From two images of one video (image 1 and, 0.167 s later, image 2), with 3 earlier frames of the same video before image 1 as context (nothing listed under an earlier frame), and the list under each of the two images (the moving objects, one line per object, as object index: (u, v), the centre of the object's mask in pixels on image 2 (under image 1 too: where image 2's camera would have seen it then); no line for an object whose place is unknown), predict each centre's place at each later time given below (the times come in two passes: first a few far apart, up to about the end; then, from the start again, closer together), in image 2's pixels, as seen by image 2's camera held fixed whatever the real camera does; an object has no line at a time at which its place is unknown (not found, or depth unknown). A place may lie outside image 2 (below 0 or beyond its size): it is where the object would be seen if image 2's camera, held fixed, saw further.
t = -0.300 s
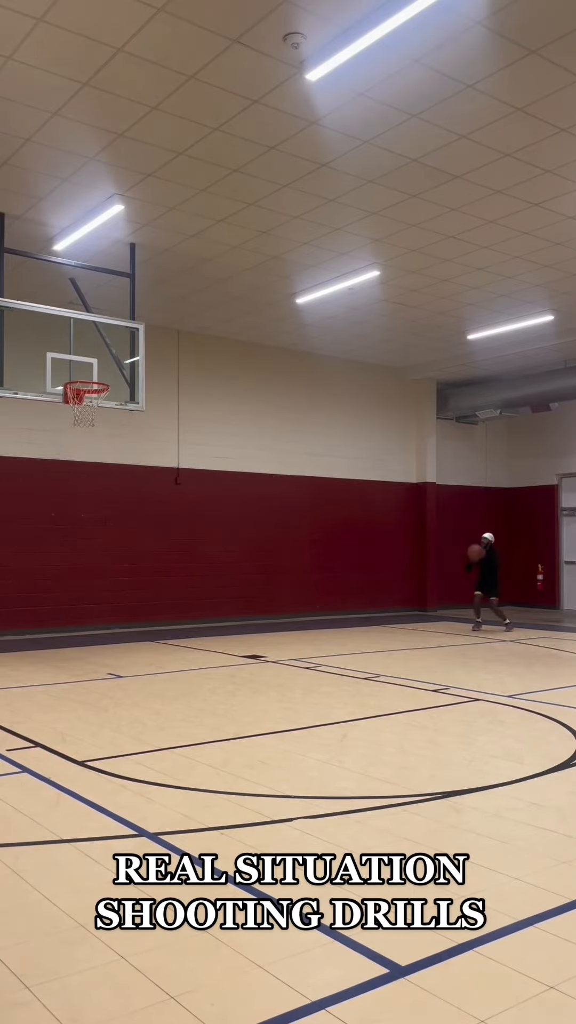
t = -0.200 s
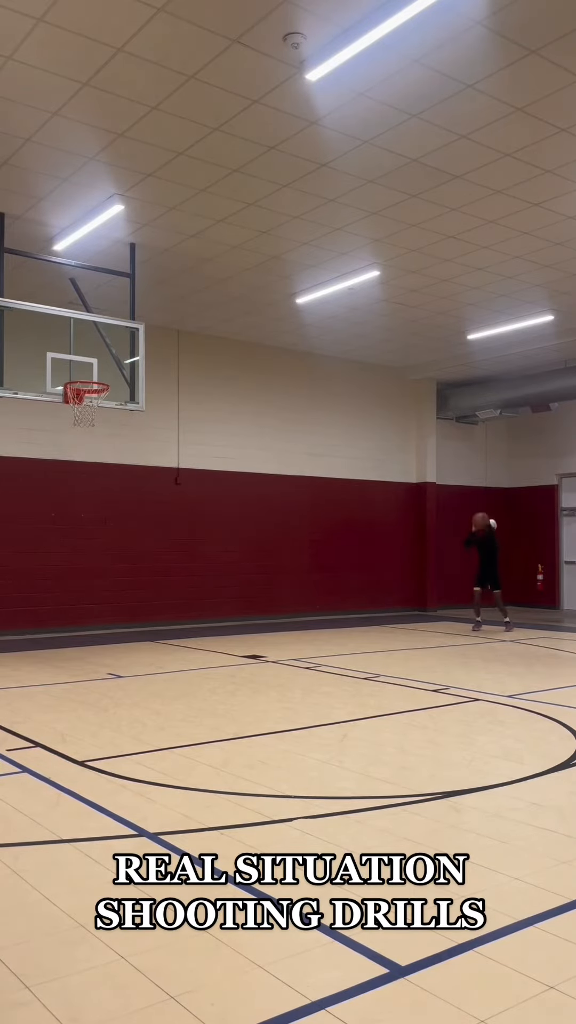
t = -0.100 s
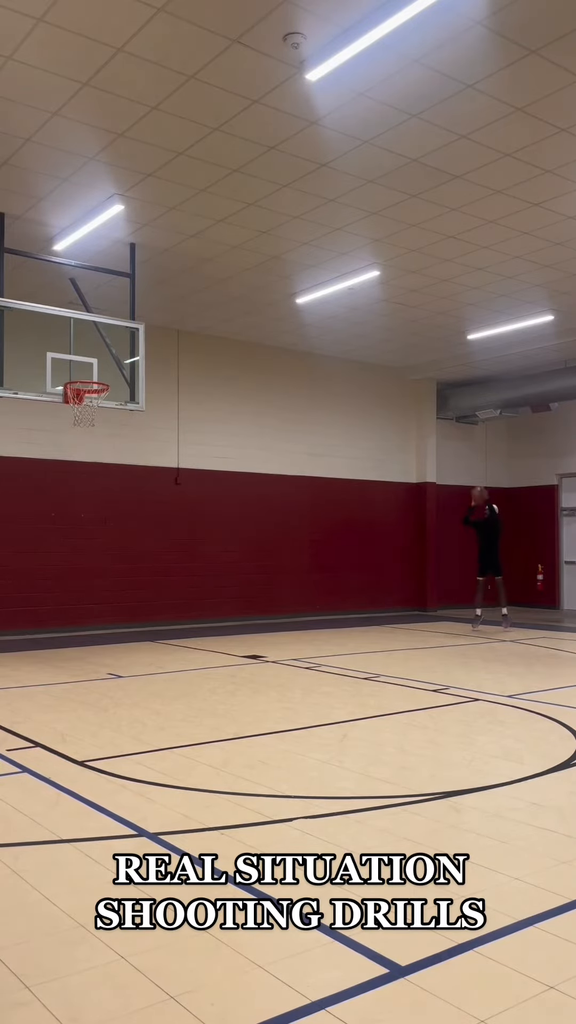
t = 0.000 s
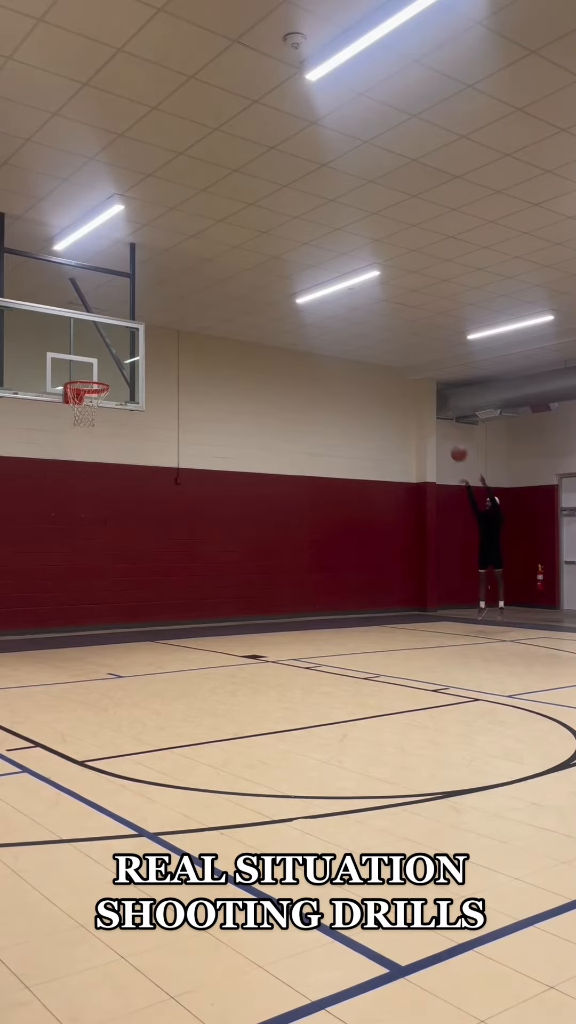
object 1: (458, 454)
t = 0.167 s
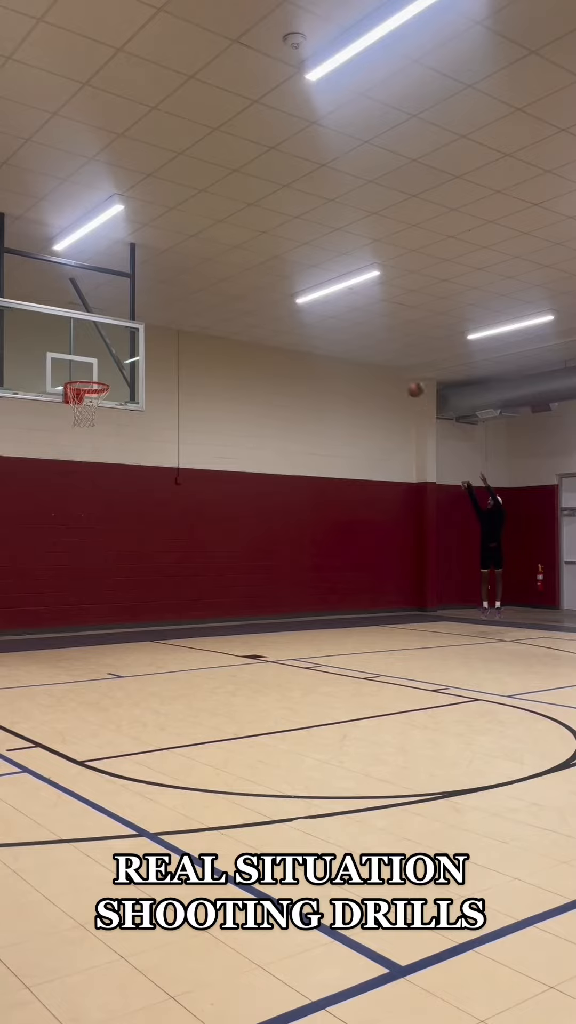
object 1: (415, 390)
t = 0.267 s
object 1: (386, 358)
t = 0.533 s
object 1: (308, 304)
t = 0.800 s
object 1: (220, 296)
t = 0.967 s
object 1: (159, 321)
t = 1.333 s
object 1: (84, 459)
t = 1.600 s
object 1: (97, 625)
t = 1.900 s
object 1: (146, 543)
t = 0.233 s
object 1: (396, 368)
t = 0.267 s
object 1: (386, 358)
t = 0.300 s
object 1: (377, 349)
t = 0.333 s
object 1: (368, 340)
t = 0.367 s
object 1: (358, 332)
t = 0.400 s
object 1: (349, 324)
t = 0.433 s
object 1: (340, 318)
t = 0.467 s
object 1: (329, 313)
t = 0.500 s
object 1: (319, 308)
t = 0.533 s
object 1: (308, 304)
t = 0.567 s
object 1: (298, 299)
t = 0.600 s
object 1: (287, 296)
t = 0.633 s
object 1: (276, 294)
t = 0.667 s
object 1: (266, 293)
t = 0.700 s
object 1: (254, 292)
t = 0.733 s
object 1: (243, 292)
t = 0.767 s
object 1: (232, 294)
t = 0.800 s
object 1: (220, 296)
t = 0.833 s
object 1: (208, 299)
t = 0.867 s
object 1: (197, 303)
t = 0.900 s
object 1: (184, 309)
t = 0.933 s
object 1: (172, 315)
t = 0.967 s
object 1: (159, 321)
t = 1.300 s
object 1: (82, 444)
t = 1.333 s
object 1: (84, 459)
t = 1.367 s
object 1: (87, 475)
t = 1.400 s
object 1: (90, 493)
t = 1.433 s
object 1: (91, 515)
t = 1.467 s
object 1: (91, 535)
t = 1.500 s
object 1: (94, 556)
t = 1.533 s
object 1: (96, 579)
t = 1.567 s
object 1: (97, 602)
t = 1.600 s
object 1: (97, 625)
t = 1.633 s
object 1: (98, 651)
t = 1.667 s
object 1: (103, 645)
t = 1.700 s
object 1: (111, 625)
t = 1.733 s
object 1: (117, 610)
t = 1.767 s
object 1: (123, 594)
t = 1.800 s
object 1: (129, 579)
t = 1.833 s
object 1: (135, 567)
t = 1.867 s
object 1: (141, 554)
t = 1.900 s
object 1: (146, 543)
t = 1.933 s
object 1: (152, 533)
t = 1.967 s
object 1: (158, 524)
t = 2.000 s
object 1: (163, 515)
